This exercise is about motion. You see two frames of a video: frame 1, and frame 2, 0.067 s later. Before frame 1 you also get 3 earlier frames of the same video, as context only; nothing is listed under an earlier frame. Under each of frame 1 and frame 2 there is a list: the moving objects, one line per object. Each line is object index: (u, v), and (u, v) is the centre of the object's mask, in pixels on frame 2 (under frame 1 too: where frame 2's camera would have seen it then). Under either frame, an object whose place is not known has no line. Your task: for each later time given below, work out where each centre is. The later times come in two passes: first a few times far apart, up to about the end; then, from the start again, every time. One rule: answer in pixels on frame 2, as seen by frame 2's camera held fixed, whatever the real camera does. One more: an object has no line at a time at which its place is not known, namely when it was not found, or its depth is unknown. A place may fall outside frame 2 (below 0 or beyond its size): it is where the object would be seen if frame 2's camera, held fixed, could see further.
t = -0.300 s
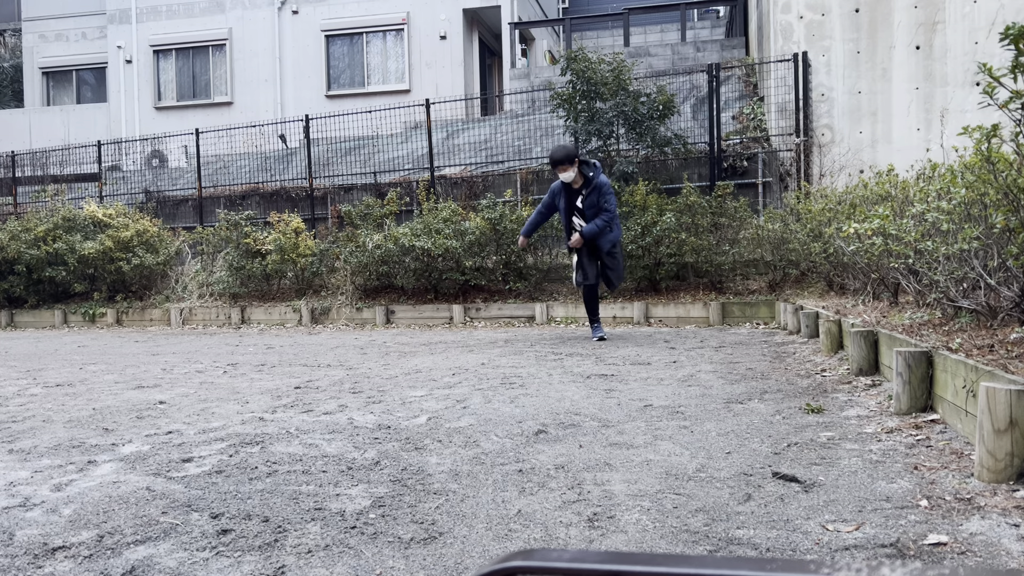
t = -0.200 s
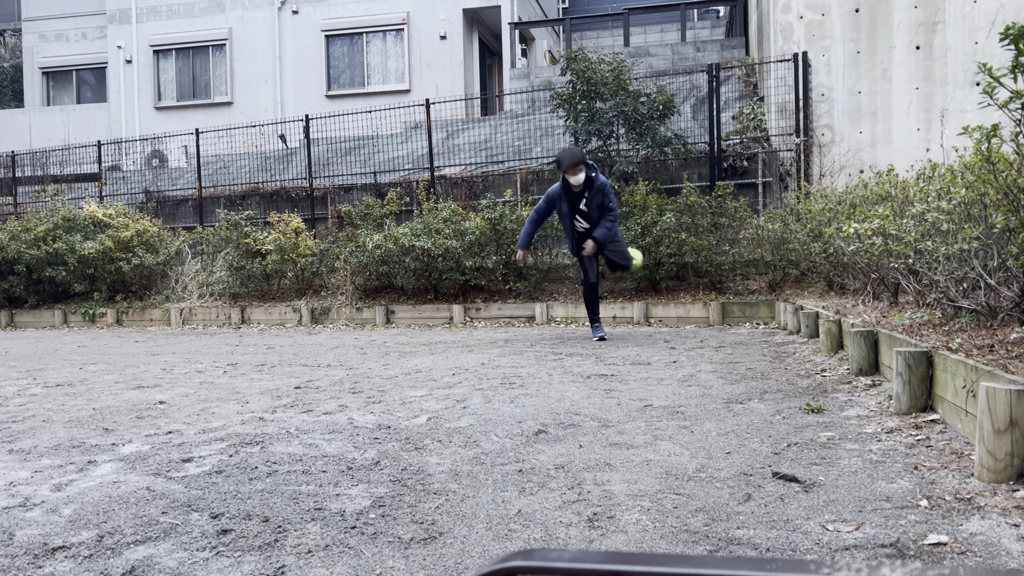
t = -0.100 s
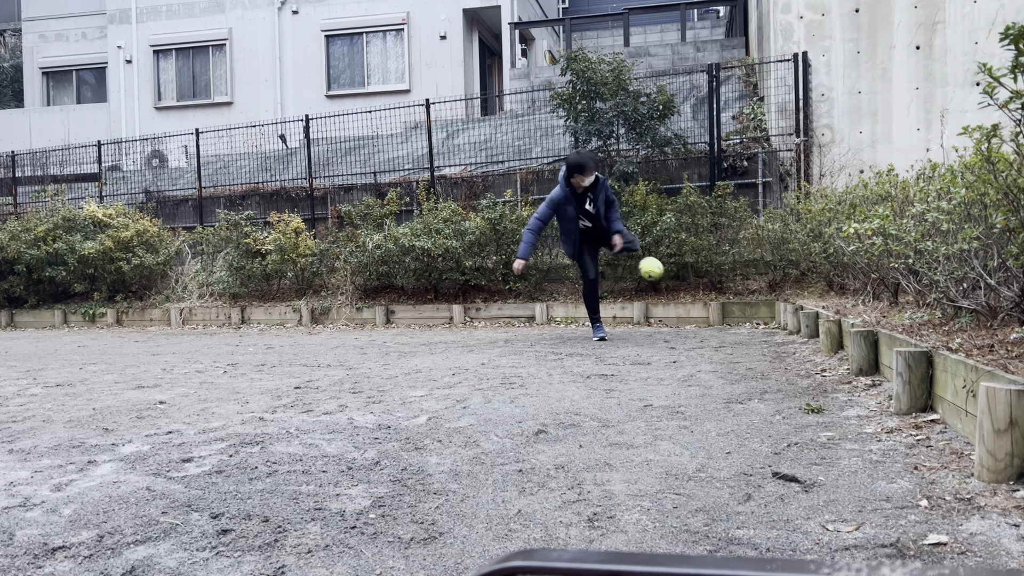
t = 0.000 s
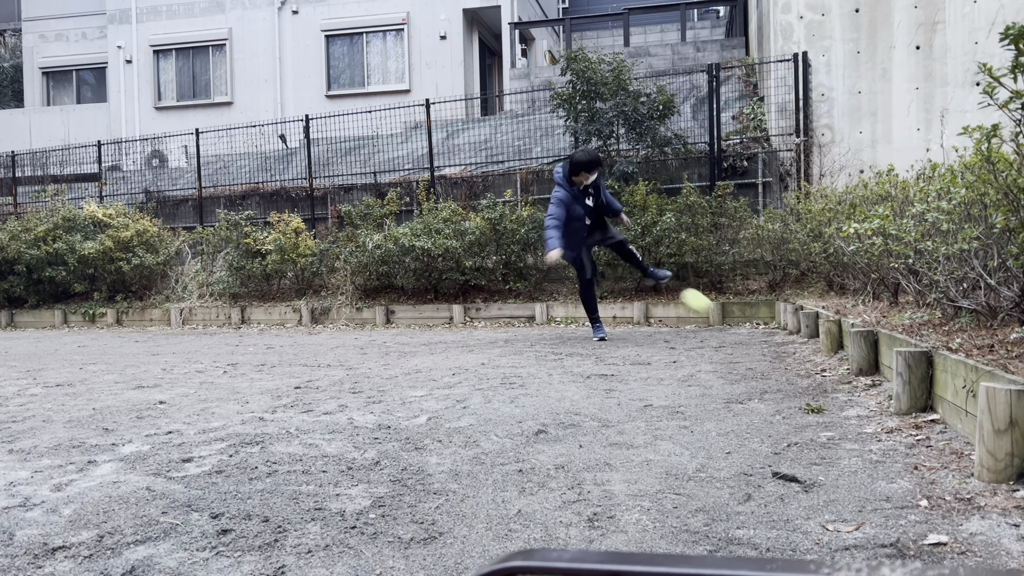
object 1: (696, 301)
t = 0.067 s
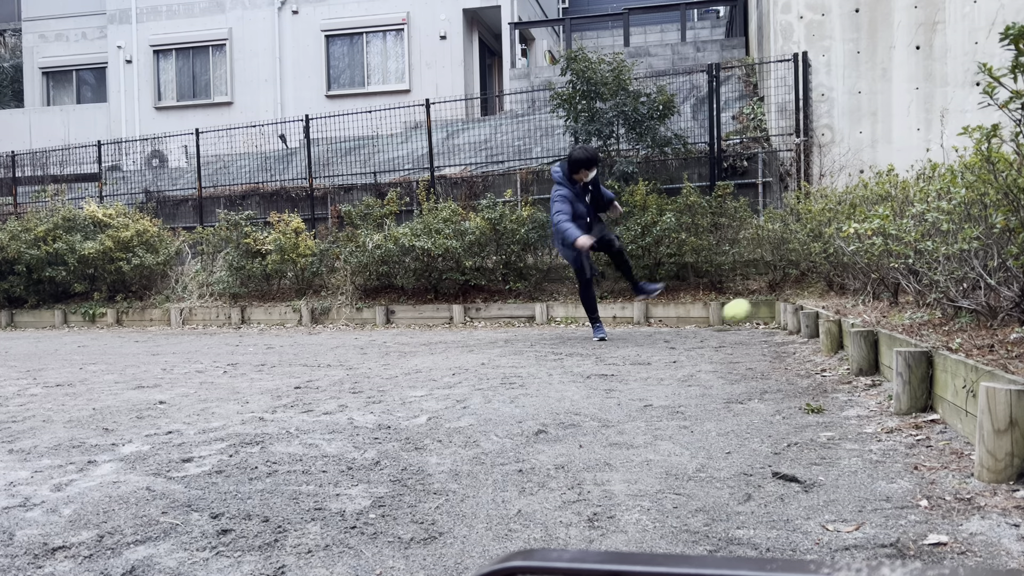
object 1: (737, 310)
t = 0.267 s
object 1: (819, 276)
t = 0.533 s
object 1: (785, 293)
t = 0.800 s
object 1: (763, 320)
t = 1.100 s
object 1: (747, 326)
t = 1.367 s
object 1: (733, 329)
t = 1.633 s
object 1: (721, 330)
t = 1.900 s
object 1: (709, 332)
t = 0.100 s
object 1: (752, 302)
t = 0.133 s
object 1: (768, 294)
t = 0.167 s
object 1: (784, 287)
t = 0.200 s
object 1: (800, 282)
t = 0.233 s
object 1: (816, 279)
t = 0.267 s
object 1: (819, 276)
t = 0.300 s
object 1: (815, 276)
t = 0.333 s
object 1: (809, 278)
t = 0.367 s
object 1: (804, 282)
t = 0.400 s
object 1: (799, 287)
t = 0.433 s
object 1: (793, 291)
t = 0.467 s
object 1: (790, 291)
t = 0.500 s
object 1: (788, 292)
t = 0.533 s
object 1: (785, 293)
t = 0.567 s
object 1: (782, 295)
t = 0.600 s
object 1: (779, 298)
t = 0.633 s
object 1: (776, 303)
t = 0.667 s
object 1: (772, 310)
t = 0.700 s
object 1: (770, 318)
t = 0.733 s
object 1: (767, 322)
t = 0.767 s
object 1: (765, 321)
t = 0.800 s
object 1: (763, 320)
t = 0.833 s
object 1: (762, 320)
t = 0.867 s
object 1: (760, 323)
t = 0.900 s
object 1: (759, 324)
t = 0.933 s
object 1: (757, 324)
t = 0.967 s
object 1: (755, 325)
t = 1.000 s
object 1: (752, 325)
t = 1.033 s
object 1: (750, 325)
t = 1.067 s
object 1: (749, 326)
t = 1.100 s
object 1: (747, 326)
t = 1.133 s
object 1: (745, 327)
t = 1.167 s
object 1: (743, 327)
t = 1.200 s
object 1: (741, 327)
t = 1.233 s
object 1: (740, 328)
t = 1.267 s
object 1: (738, 328)
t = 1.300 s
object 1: (736, 328)
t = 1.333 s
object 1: (735, 328)
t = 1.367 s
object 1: (733, 329)
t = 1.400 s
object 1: (732, 329)
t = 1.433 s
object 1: (730, 329)
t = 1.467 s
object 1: (729, 330)
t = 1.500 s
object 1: (727, 330)
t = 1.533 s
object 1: (725, 330)
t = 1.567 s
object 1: (724, 330)
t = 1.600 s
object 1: (723, 330)
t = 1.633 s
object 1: (721, 330)
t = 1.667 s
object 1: (719, 330)
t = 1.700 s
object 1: (718, 331)
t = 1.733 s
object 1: (716, 331)
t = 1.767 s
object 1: (715, 331)
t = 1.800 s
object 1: (713, 331)
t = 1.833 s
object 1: (712, 332)
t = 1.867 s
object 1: (711, 332)
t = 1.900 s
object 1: (709, 332)
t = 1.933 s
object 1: (708, 332)
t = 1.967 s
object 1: (707, 333)
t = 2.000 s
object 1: (706, 333)
